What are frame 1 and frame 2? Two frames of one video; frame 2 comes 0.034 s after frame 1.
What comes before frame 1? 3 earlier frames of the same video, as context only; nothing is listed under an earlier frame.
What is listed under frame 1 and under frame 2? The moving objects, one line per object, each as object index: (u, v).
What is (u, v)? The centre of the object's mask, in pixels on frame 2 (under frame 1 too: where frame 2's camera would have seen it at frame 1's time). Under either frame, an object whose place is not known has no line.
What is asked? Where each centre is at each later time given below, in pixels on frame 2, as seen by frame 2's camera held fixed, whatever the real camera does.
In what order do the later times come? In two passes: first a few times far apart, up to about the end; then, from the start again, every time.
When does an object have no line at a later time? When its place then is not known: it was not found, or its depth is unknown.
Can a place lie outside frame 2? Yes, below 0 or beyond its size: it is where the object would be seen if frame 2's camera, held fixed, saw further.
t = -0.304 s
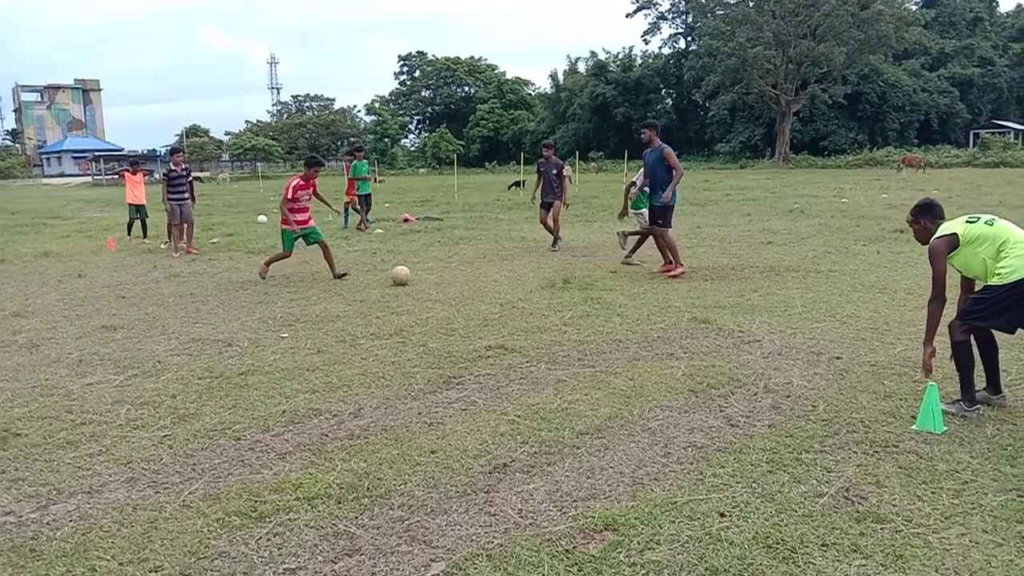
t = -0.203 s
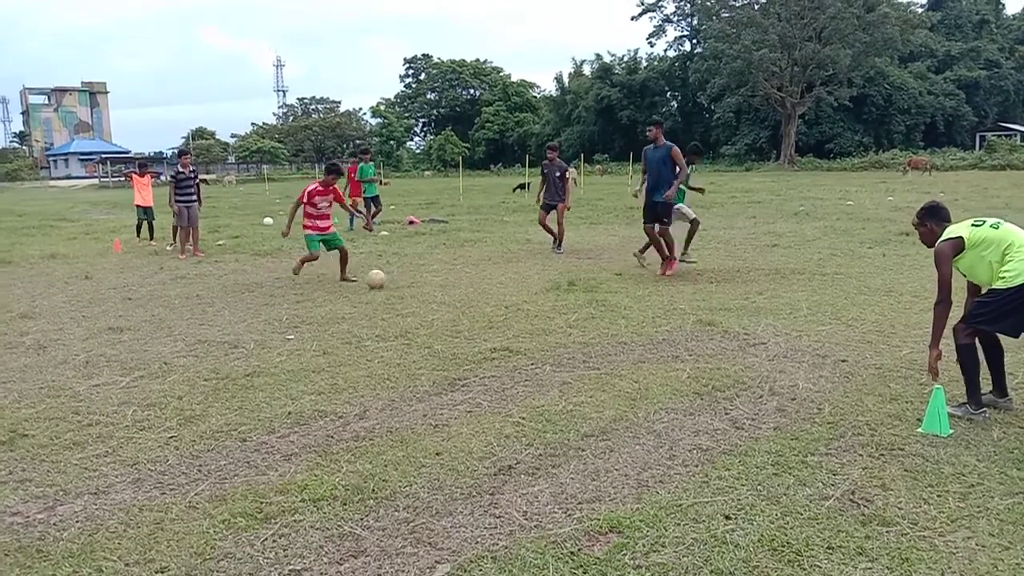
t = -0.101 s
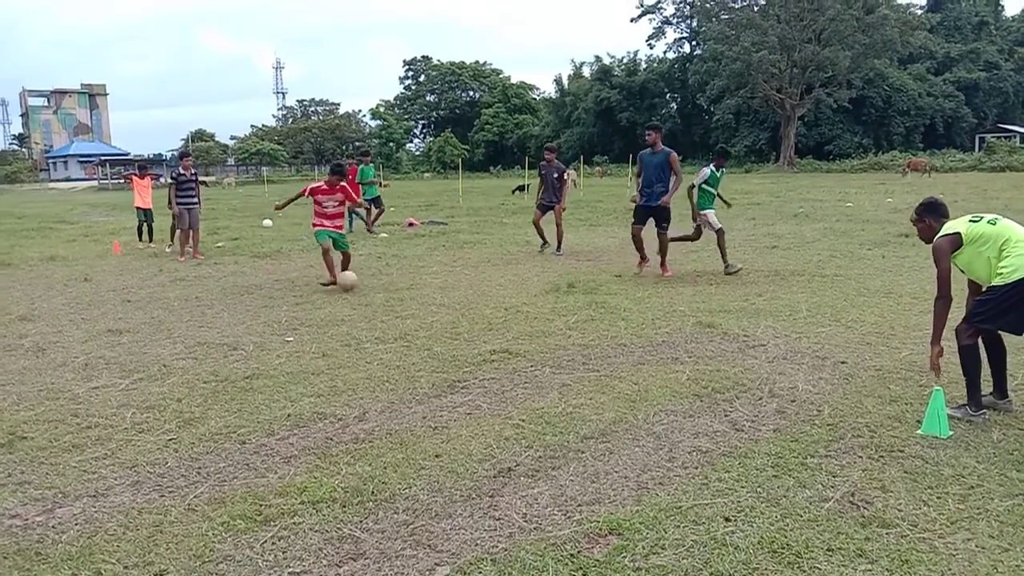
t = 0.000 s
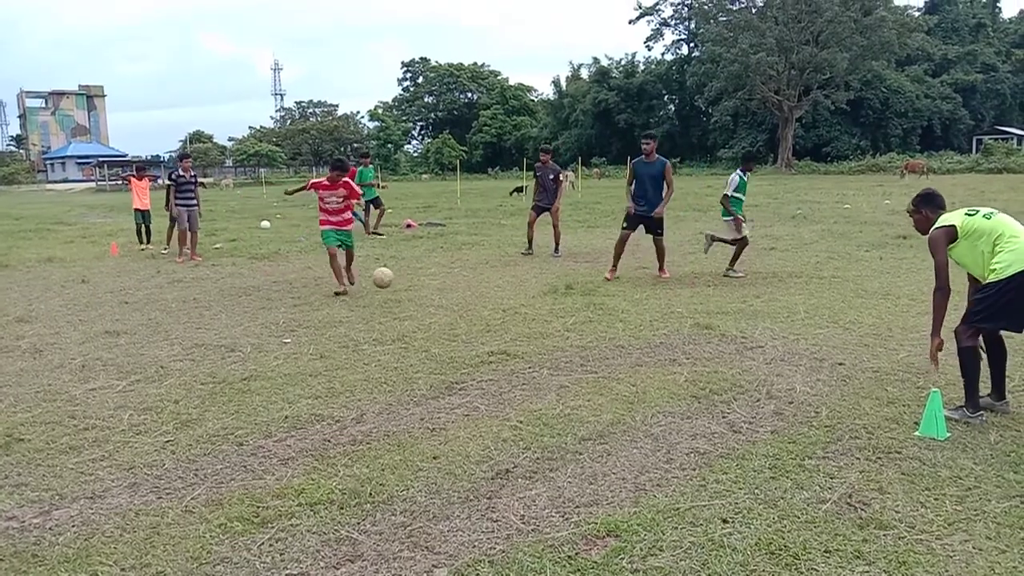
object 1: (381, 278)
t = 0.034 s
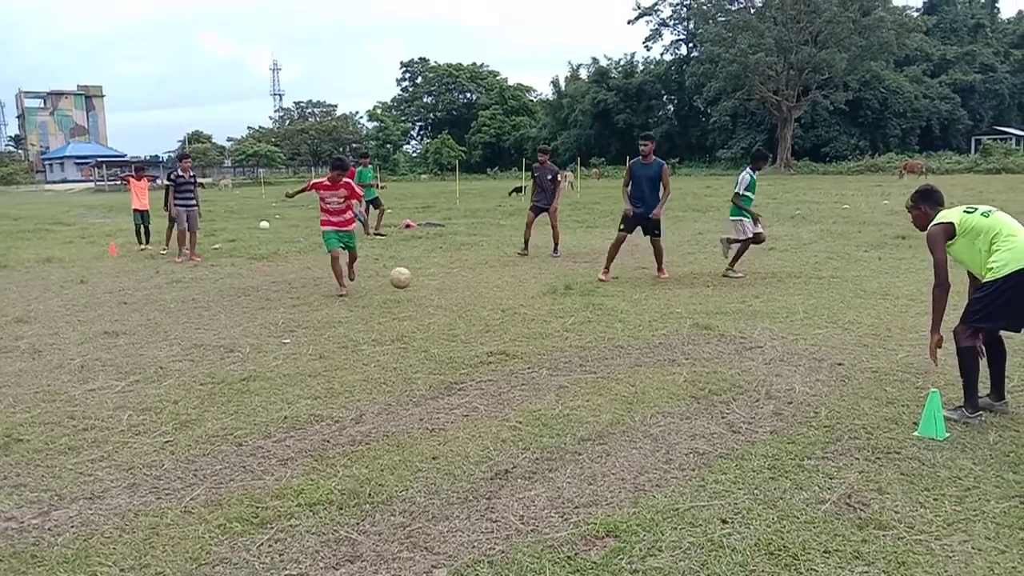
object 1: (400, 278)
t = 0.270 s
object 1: (572, 316)
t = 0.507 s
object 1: (776, 341)
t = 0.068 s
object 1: (420, 279)
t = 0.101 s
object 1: (441, 281)
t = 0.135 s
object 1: (464, 285)
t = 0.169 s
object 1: (488, 290)
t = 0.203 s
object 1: (514, 297)
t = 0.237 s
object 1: (541, 305)
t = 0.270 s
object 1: (572, 316)
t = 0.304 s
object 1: (602, 328)
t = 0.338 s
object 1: (627, 325)
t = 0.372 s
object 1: (654, 325)
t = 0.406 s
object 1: (681, 326)
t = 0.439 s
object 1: (712, 330)
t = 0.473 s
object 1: (744, 334)
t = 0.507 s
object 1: (776, 341)
